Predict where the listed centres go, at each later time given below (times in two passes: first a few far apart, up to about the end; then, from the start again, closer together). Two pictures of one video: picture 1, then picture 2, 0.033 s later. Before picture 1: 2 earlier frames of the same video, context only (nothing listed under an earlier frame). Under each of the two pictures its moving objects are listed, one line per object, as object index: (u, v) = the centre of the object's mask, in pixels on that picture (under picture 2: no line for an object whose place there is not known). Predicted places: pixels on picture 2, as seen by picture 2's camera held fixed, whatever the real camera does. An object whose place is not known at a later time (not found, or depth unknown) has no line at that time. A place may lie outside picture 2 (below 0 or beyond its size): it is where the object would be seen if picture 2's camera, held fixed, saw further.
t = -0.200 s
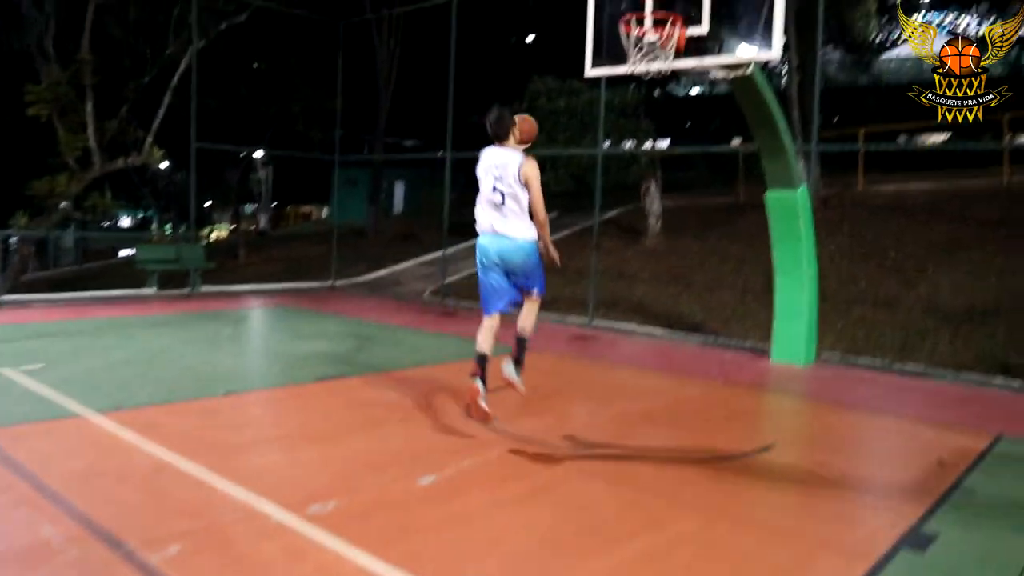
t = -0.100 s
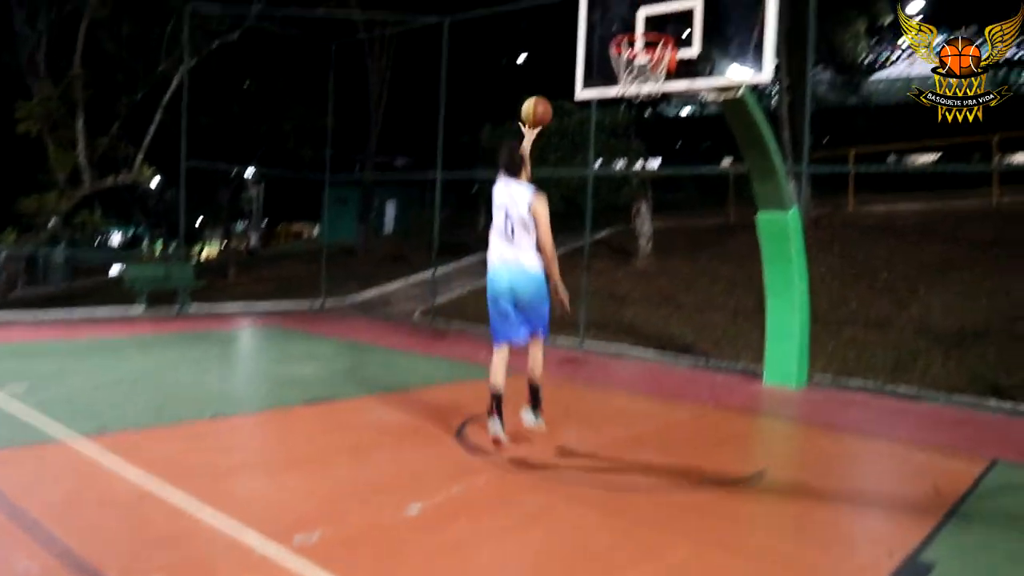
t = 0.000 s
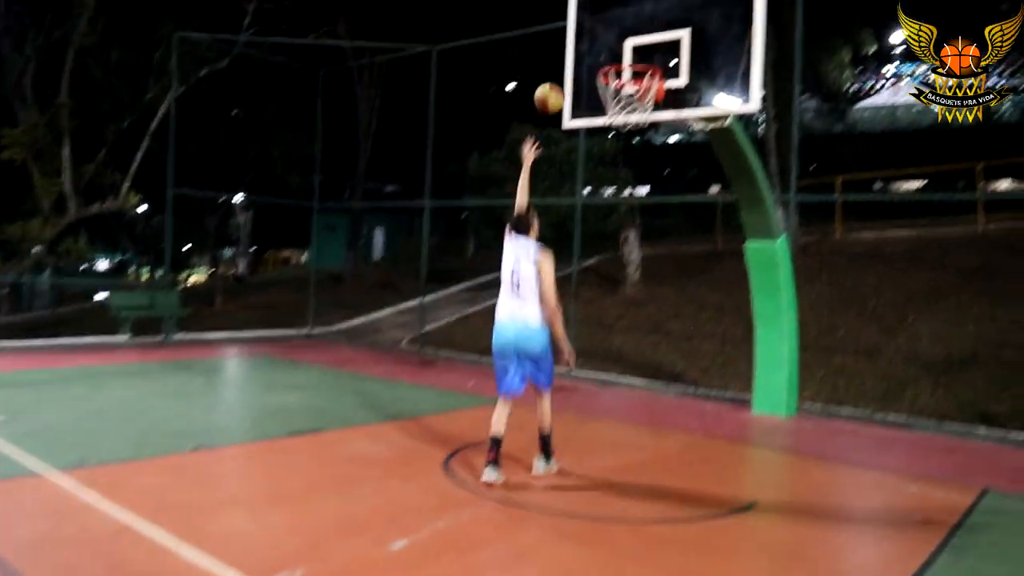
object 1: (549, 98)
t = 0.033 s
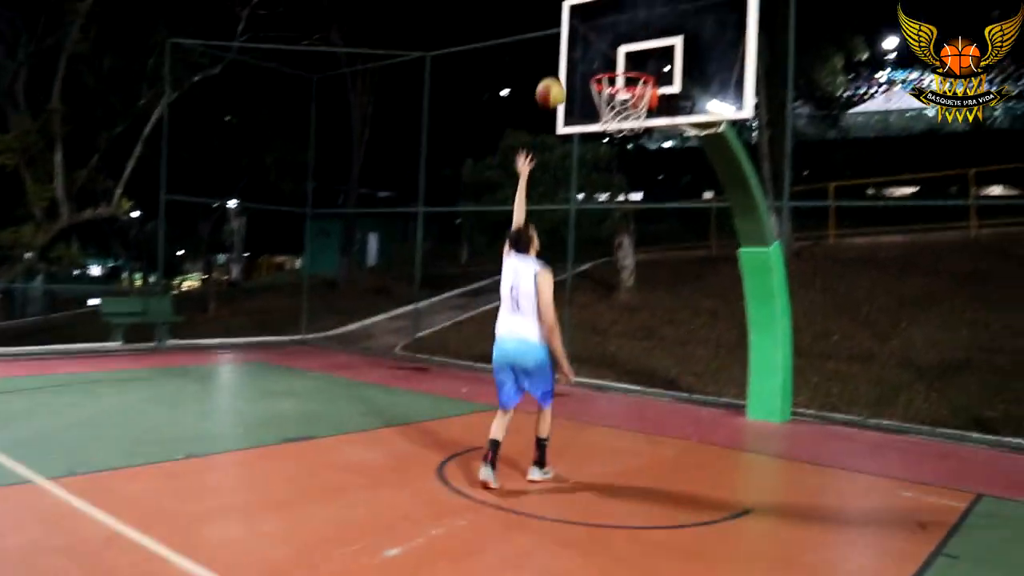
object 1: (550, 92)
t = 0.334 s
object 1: (615, 51)
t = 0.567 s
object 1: (616, 51)
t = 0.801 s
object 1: (620, 105)
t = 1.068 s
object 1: (630, 198)
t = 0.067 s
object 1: (558, 83)
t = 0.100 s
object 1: (566, 74)
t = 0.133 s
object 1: (574, 66)
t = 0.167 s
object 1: (582, 61)
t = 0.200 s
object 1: (588, 56)
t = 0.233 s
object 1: (596, 53)
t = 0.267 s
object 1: (602, 52)
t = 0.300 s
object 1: (606, 50)
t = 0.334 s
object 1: (615, 51)
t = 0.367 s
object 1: (622, 52)
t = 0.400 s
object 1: (621, 48)
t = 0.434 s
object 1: (620, 45)
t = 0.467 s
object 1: (619, 46)
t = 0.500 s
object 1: (618, 47)
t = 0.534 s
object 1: (618, 46)
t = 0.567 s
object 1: (616, 51)
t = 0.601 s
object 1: (615, 56)
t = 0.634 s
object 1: (614, 59)
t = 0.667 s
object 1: (613, 69)
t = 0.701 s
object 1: (615, 76)
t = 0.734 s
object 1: (617, 85)
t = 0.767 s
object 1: (618, 94)
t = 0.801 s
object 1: (620, 105)
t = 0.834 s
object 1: (623, 119)
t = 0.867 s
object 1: (624, 126)
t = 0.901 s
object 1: (626, 135)
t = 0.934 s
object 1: (627, 145)
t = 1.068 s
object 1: (630, 198)
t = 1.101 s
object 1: (632, 216)
